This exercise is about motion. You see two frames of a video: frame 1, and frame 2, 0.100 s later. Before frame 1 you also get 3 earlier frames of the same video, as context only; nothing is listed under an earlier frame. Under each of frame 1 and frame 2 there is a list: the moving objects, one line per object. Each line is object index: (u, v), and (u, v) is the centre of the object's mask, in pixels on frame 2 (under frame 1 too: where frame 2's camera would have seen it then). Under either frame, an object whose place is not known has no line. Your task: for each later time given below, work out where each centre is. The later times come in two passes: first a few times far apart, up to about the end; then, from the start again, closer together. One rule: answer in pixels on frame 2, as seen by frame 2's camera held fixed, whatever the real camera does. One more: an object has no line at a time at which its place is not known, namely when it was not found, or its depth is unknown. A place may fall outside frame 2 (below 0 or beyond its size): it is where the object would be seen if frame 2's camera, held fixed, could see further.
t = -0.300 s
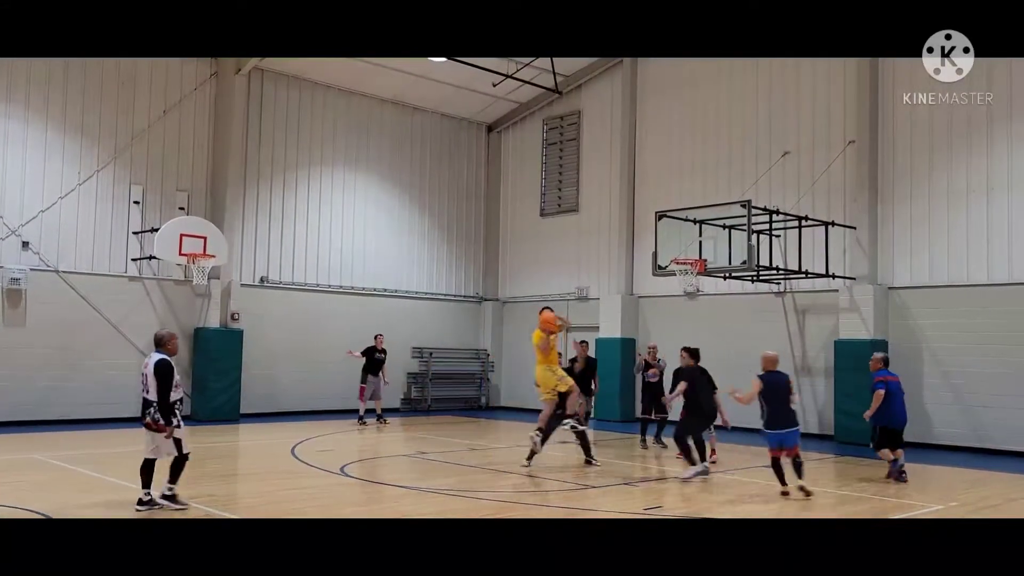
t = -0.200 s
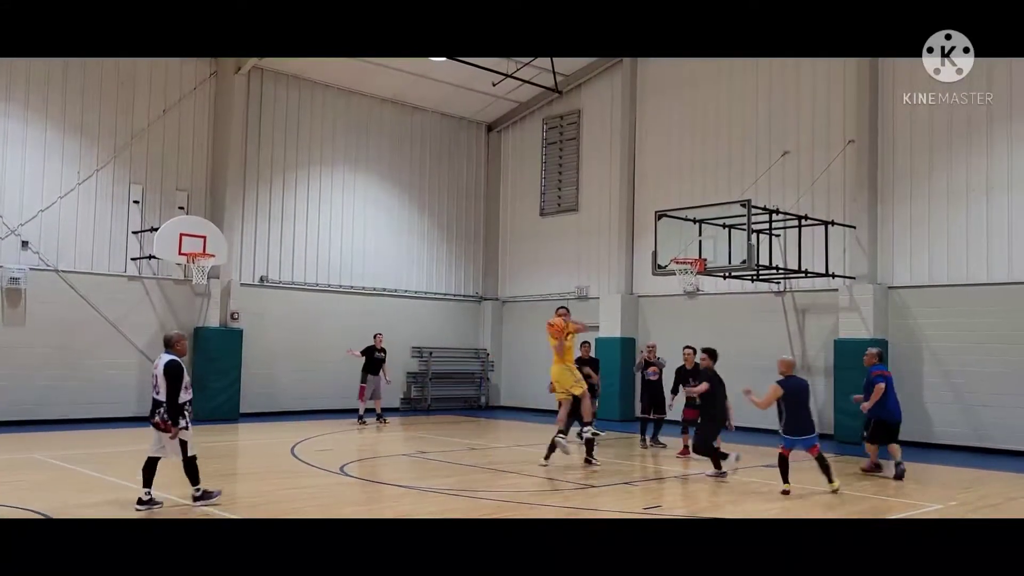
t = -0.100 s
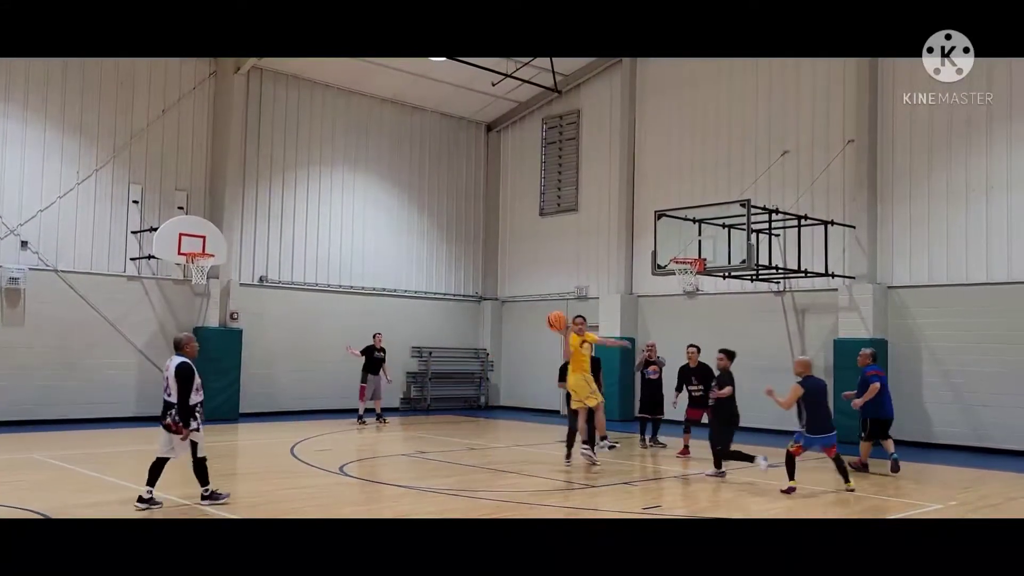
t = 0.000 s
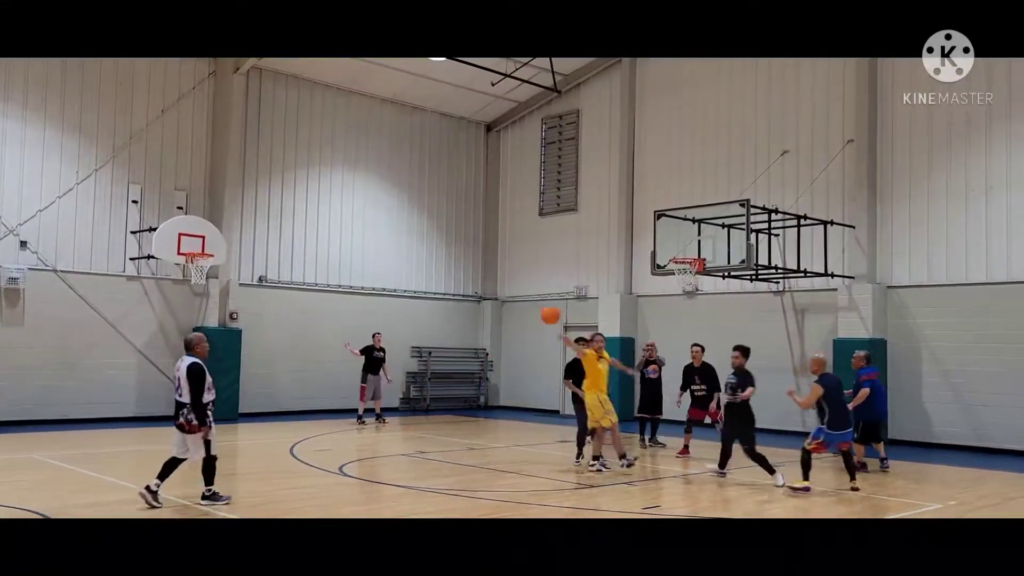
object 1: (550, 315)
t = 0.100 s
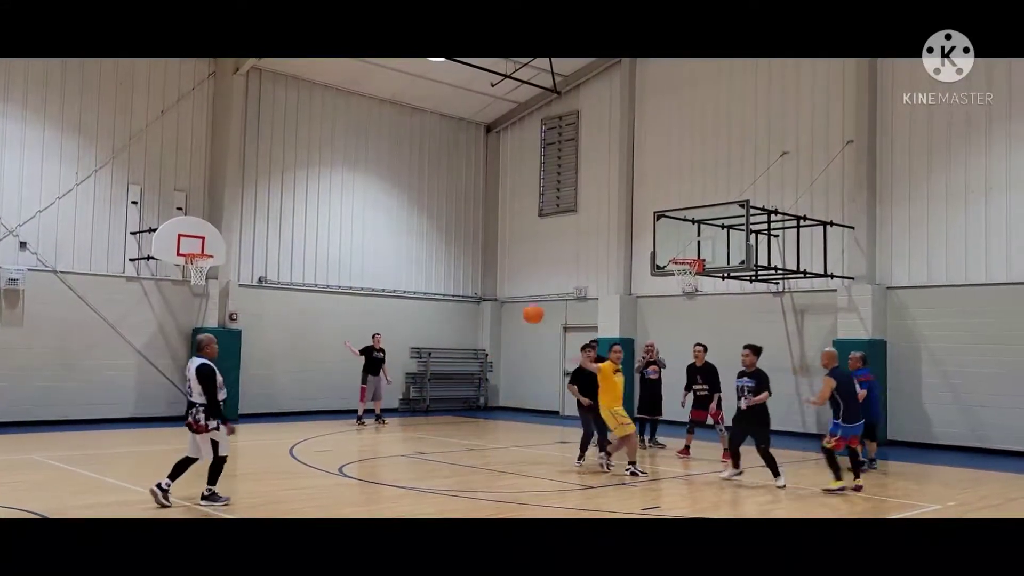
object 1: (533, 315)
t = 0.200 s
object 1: (517, 320)
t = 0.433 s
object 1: (473, 370)
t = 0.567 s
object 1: (447, 420)
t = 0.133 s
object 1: (528, 316)
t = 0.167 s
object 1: (522, 318)
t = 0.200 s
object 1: (517, 320)
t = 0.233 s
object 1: (510, 325)
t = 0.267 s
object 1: (505, 330)
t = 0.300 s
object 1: (499, 335)
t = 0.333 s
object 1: (493, 342)
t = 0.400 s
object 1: (480, 360)
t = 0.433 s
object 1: (473, 370)
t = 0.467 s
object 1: (467, 382)
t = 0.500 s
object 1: (460, 394)
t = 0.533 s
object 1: (454, 406)
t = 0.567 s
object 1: (447, 420)
